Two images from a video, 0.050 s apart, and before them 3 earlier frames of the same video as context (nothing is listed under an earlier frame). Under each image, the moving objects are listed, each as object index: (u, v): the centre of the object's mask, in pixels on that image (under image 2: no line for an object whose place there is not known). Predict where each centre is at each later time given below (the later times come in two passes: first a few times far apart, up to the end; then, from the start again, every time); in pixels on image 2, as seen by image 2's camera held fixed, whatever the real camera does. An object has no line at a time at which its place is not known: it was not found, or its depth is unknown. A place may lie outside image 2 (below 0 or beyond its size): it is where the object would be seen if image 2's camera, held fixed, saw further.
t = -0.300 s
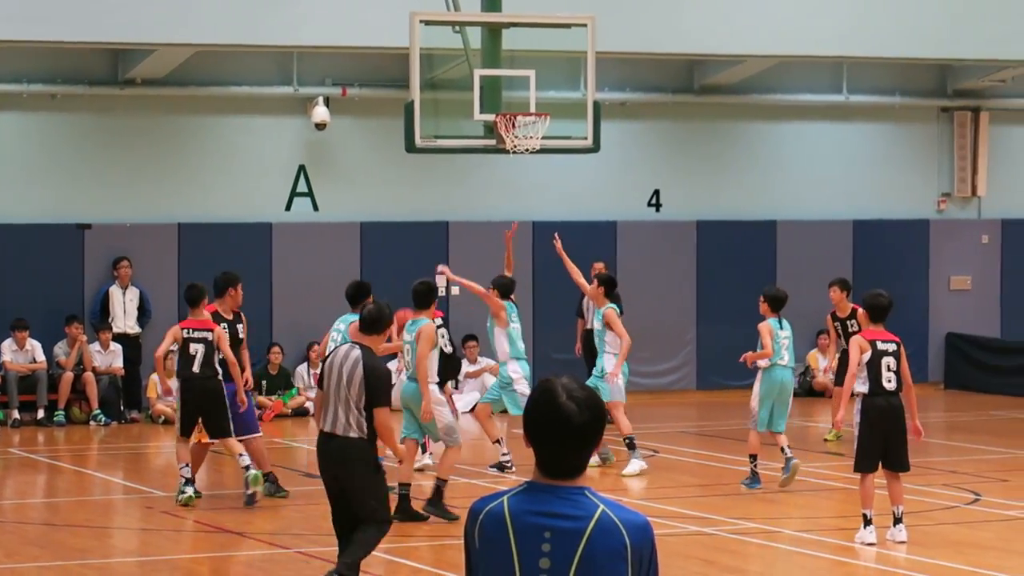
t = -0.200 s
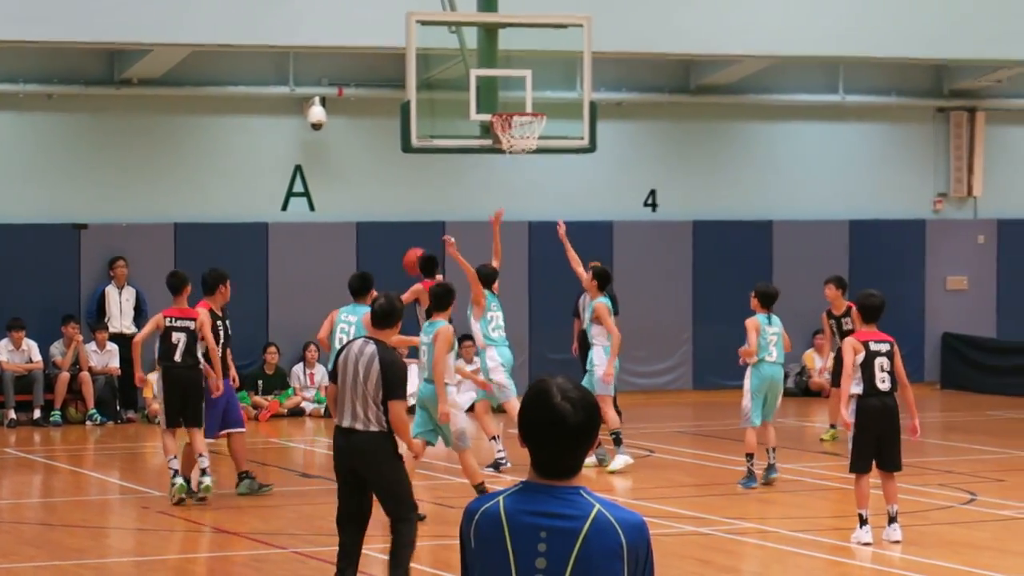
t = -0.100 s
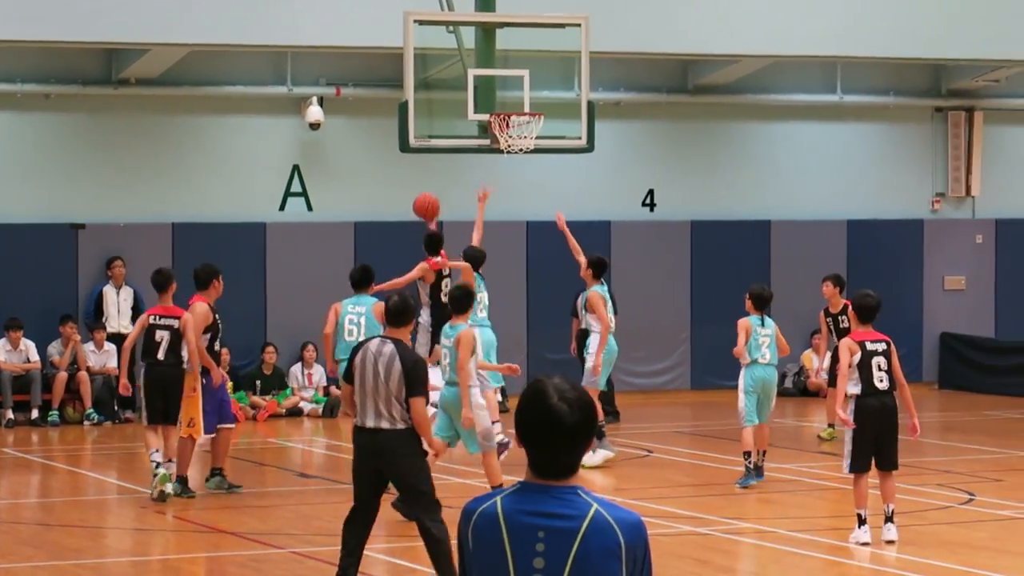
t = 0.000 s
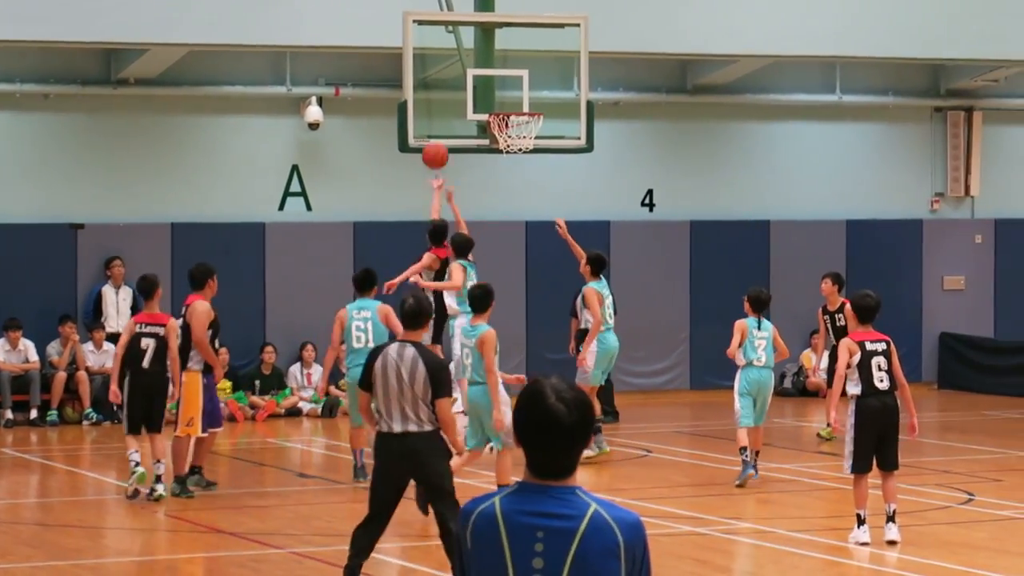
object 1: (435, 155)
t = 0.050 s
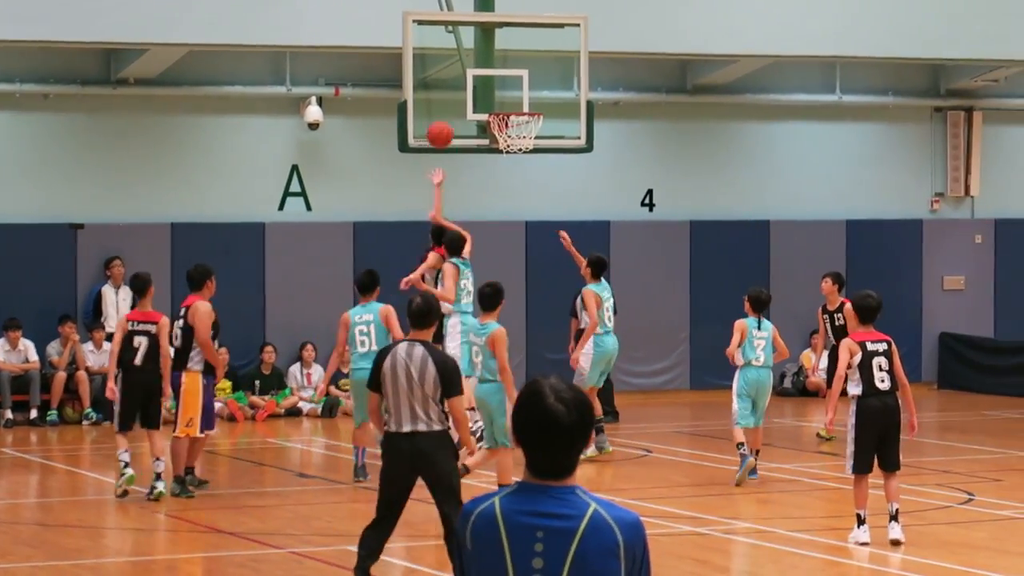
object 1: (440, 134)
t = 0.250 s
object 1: (459, 77)
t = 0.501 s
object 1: (490, 71)
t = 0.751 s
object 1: (519, 130)
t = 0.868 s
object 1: (527, 173)
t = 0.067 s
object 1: (441, 127)
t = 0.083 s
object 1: (443, 122)
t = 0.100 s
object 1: (445, 116)
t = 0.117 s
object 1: (446, 110)
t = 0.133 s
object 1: (448, 105)
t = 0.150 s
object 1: (449, 100)
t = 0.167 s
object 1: (450, 95)
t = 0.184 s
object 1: (452, 91)
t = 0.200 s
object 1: (454, 87)
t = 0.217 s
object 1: (456, 83)
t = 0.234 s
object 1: (457, 80)
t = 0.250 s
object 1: (459, 77)
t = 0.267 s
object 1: (460, 74)
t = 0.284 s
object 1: (462, 71)
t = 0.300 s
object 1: (463, 69)
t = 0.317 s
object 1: (466, 68)
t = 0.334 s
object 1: (467, 66)
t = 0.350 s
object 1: (470, 66)
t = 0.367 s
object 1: (472, 65)
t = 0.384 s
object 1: (474, 65)
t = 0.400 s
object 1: (477, 65)
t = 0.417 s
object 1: (479, 65)
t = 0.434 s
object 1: (481, 65)
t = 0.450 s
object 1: (483, 66)
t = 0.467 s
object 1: (485, 67)
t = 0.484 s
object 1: (487, 69)
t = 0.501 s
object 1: (490, 71)
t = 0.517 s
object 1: (492, 73)
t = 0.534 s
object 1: (494, 75)
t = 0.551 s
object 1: (496, 78)
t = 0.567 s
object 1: (498, 81)
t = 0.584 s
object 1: (500, 84)
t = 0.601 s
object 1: (502, 88)
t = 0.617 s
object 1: (505, 91)
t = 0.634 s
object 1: (506, 96)
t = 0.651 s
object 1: (509, 100)
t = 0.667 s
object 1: (511, 104)
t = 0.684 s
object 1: (513, 107)
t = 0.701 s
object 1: (514, 115)
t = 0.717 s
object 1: (516, 120)
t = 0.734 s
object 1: (517, 125)
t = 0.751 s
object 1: (519, 130)
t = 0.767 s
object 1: (521, 136)
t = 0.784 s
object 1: (521, 141)
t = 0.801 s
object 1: (522, 147)
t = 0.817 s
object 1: (524, 153)
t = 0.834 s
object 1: (525, 160)
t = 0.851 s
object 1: (526, 166)
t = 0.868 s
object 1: (527, 173)
